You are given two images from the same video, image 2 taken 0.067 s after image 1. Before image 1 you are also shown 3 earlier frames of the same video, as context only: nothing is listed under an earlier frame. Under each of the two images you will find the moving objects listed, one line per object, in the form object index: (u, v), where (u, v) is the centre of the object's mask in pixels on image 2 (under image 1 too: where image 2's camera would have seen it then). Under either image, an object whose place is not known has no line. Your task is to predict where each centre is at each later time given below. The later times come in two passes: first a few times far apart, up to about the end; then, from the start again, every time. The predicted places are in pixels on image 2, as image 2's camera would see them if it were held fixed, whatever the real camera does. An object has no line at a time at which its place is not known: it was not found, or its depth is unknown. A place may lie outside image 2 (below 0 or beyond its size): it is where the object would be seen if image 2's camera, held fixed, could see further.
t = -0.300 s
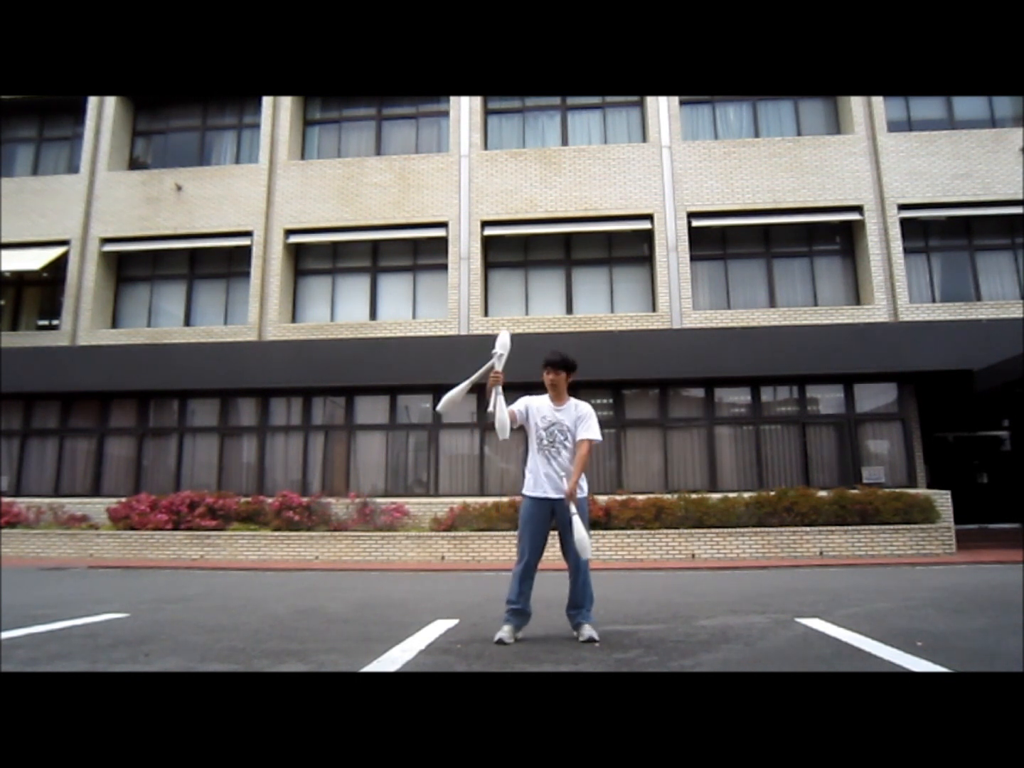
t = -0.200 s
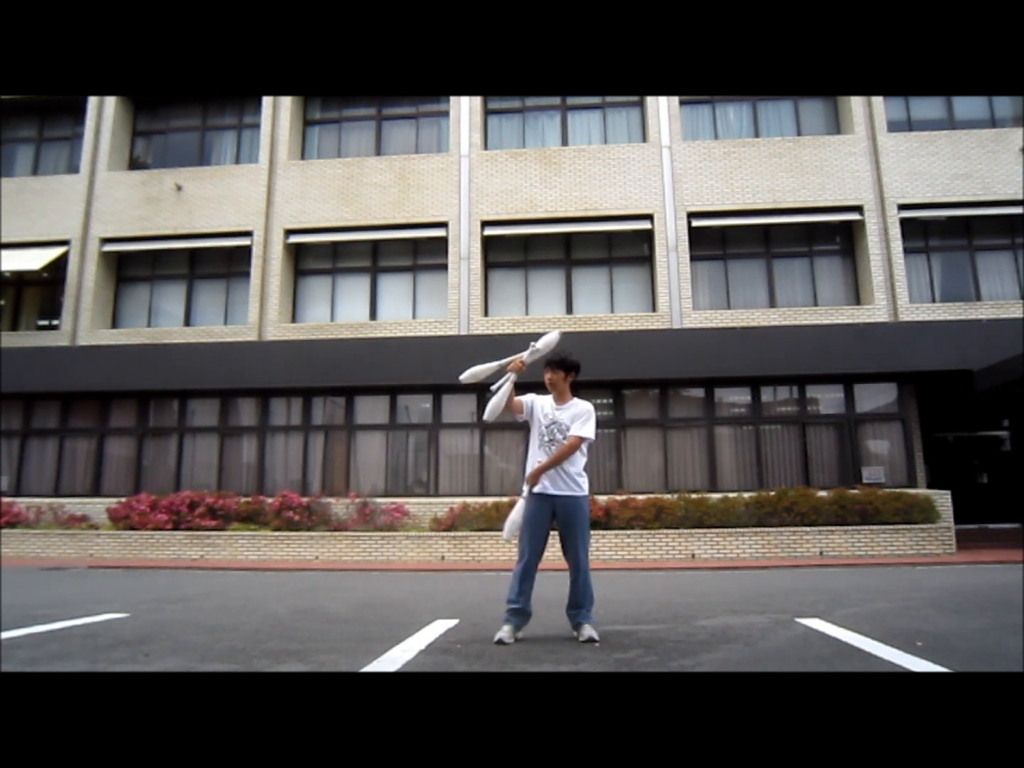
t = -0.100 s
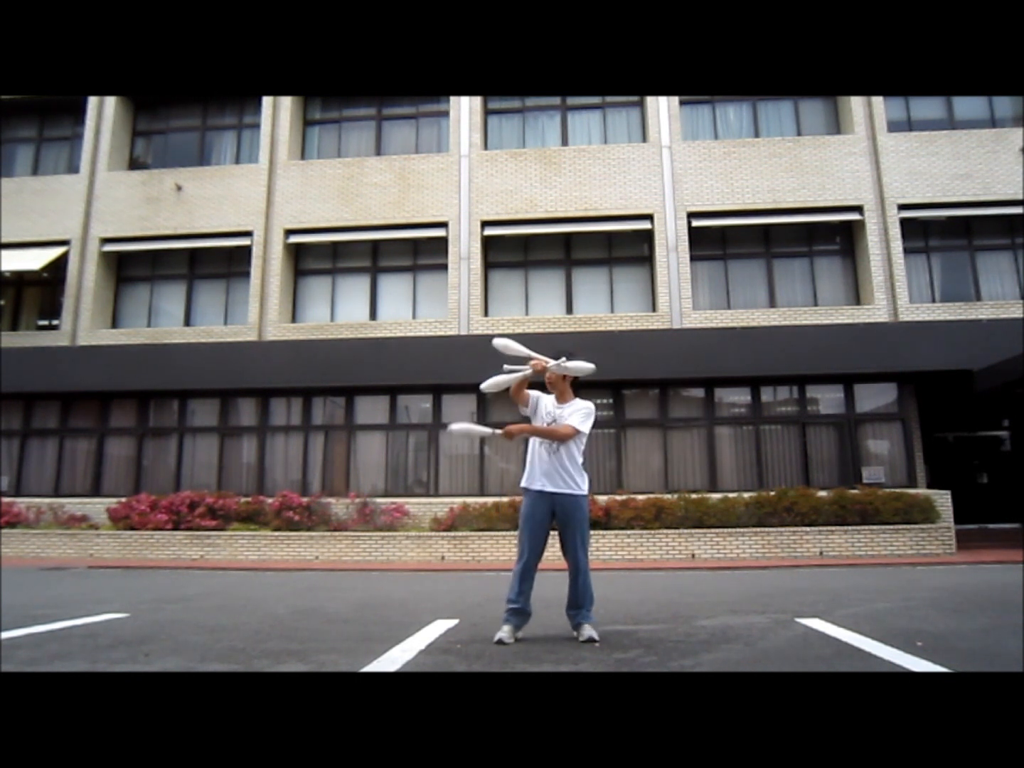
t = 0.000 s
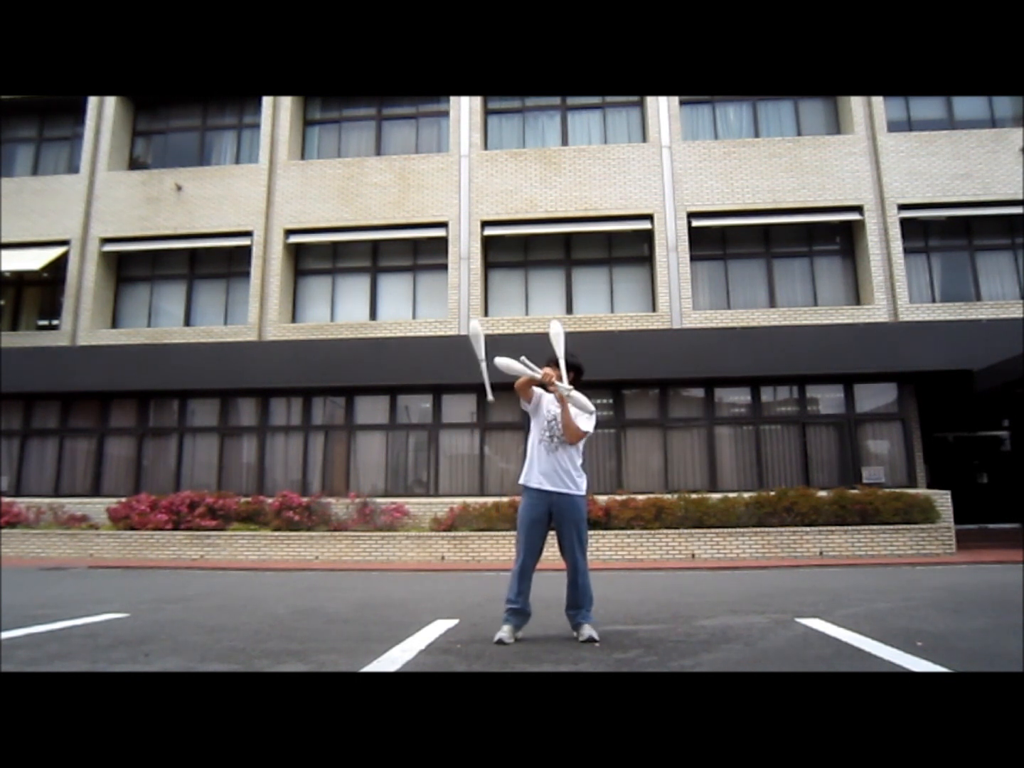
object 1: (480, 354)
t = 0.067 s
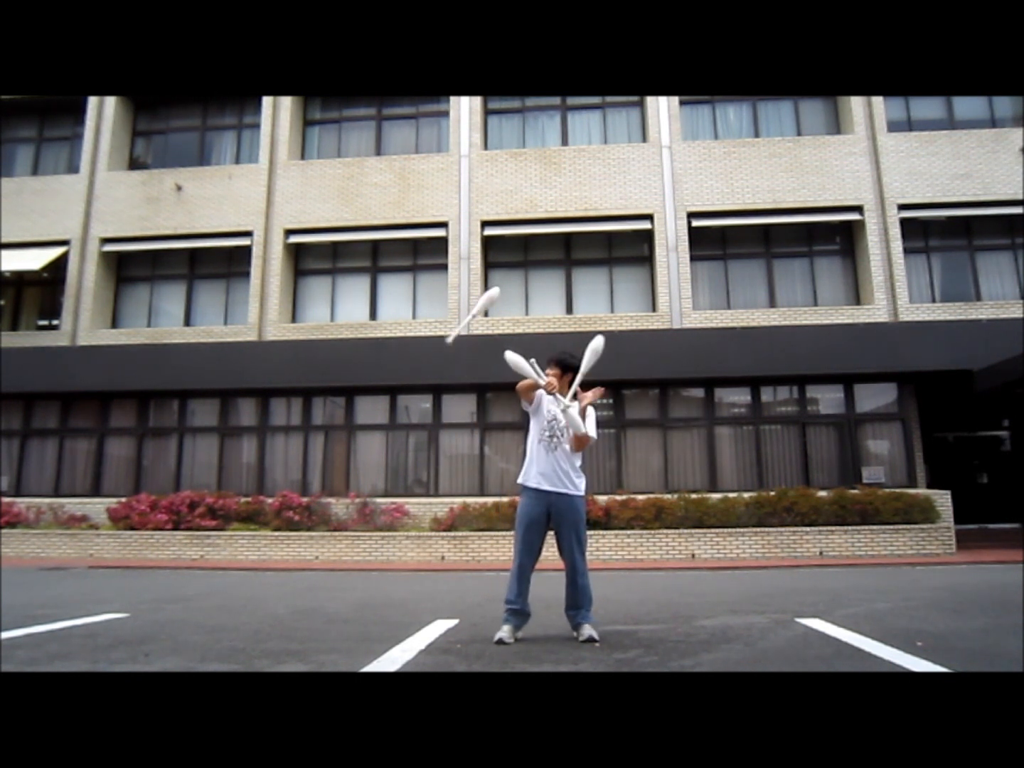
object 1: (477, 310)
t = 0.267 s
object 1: (470, 236)
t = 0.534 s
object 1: (460, 225)
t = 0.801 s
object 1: (446, 331)
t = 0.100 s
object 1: (475, 292)
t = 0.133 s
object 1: (474, 276)
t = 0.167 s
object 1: (475, 263)
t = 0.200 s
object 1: (476, 254)
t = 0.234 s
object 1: (471, 245)
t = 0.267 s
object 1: (470, 236)
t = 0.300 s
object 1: (467, 227)
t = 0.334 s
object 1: (465, 221)
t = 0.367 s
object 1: (465, 216)
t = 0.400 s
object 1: (464, 214)
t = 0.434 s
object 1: (464, 215)
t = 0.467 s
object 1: (462, 216)
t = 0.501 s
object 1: (462, 224)
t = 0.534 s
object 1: (460, 225)
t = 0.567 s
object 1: (458, 232)
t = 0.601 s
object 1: (456, 240)
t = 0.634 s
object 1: (457, 250)
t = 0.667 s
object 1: (455, 262)
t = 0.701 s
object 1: (454, 277)
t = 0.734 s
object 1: (452, 291)
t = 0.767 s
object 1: (448, 321)
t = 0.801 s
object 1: (446, 331)
